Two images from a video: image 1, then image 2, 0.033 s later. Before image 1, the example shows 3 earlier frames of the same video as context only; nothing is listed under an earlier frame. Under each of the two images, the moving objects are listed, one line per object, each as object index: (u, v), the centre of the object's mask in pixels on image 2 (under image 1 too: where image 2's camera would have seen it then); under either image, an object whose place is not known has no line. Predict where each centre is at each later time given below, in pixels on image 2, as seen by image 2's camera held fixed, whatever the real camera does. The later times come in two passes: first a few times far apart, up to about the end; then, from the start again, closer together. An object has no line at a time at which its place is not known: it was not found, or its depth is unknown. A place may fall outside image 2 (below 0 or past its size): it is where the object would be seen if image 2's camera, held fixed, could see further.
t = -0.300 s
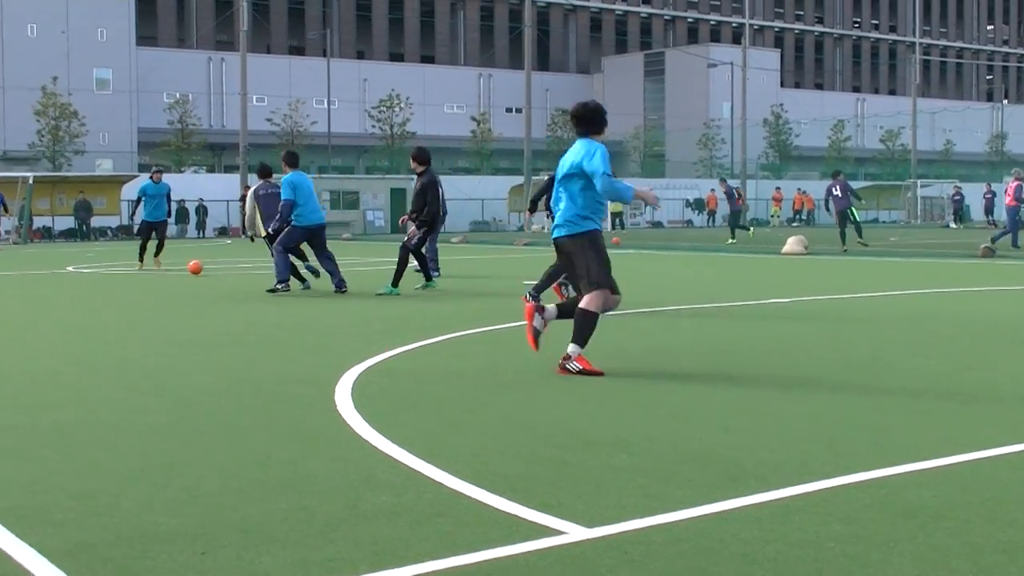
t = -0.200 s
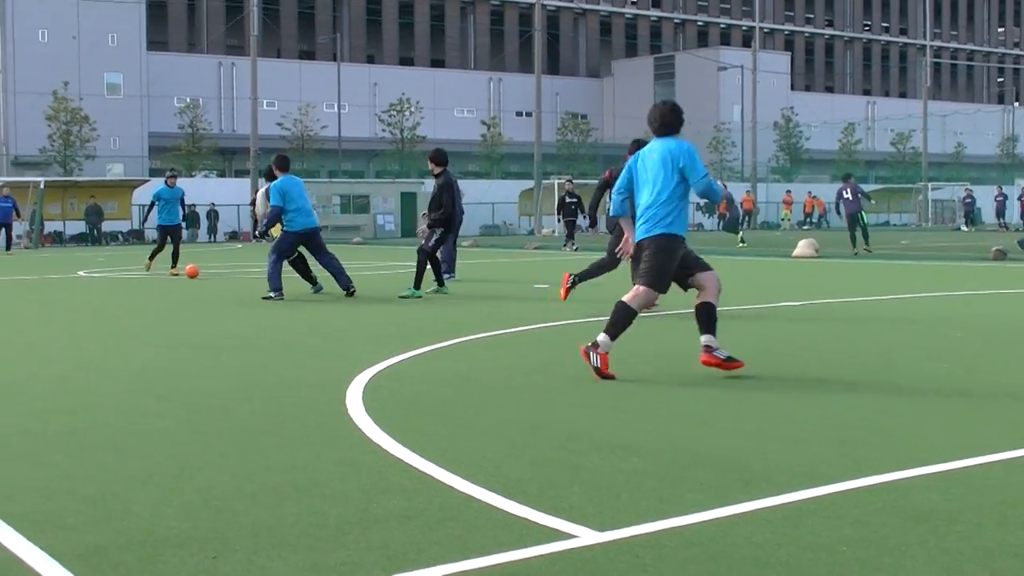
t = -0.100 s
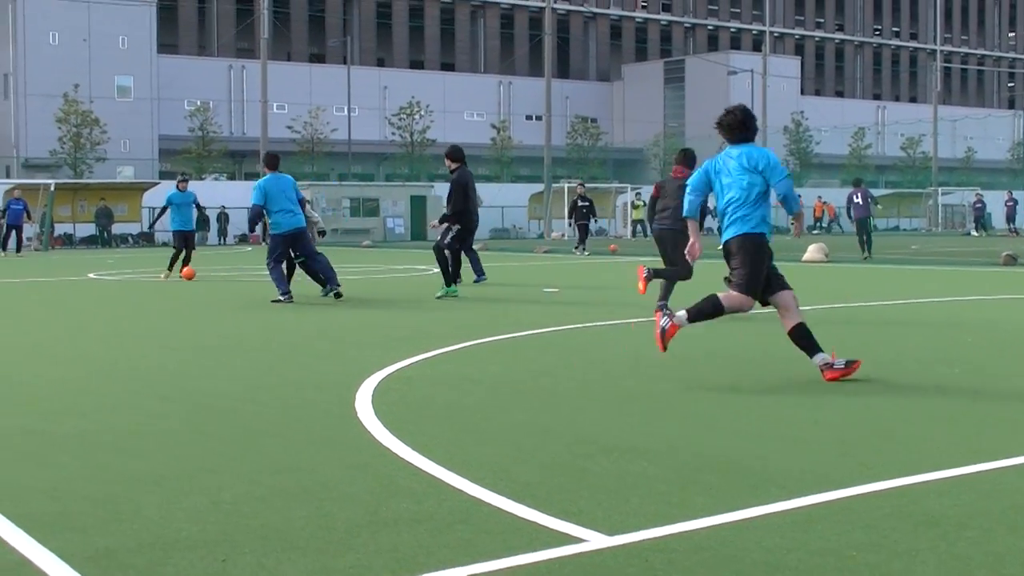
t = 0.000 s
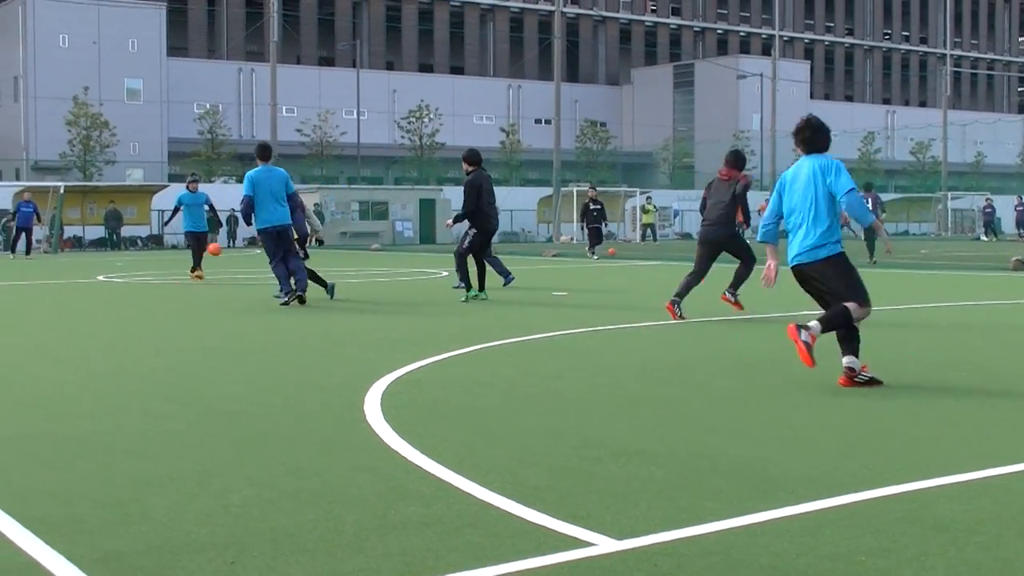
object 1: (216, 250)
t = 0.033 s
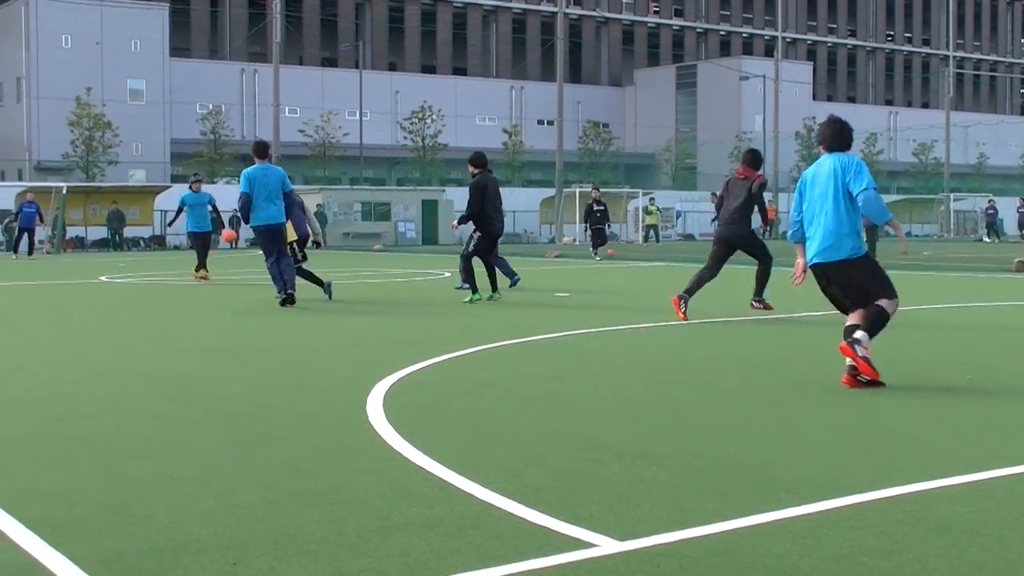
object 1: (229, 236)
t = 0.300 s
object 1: (327, 150)
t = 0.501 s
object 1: (400, 116)
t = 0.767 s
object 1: (495, 111)
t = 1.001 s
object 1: (578, 144)
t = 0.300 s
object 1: (327, 150)
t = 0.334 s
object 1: (338, 142)
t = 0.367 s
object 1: (351, 136)
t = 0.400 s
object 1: (364, 130)
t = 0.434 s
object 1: (375, 124)
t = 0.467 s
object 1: (388, 120)
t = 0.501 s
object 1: (400, 116)
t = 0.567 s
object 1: (424, 111)
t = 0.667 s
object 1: (460, 108)
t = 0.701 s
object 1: (472, 108)
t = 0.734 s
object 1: (484, 110)
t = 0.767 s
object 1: (495, 111)
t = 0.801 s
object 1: (508, 114)
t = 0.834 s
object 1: (519, 117)
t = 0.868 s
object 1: (531, 121)
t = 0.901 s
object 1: (543, 126)
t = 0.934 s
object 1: (555, 132)
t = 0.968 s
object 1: (566, 137)
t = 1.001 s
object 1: (578, 144)
